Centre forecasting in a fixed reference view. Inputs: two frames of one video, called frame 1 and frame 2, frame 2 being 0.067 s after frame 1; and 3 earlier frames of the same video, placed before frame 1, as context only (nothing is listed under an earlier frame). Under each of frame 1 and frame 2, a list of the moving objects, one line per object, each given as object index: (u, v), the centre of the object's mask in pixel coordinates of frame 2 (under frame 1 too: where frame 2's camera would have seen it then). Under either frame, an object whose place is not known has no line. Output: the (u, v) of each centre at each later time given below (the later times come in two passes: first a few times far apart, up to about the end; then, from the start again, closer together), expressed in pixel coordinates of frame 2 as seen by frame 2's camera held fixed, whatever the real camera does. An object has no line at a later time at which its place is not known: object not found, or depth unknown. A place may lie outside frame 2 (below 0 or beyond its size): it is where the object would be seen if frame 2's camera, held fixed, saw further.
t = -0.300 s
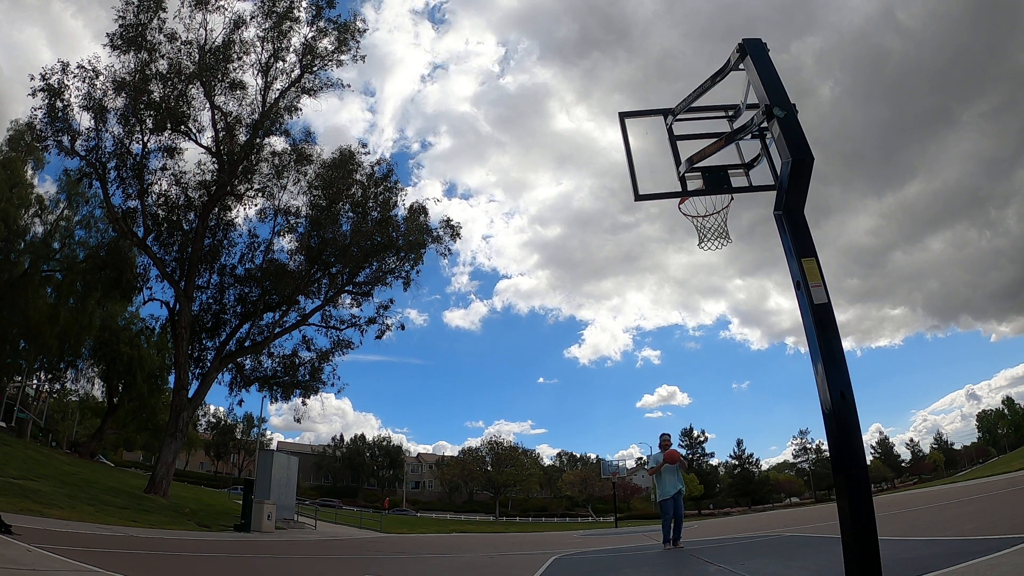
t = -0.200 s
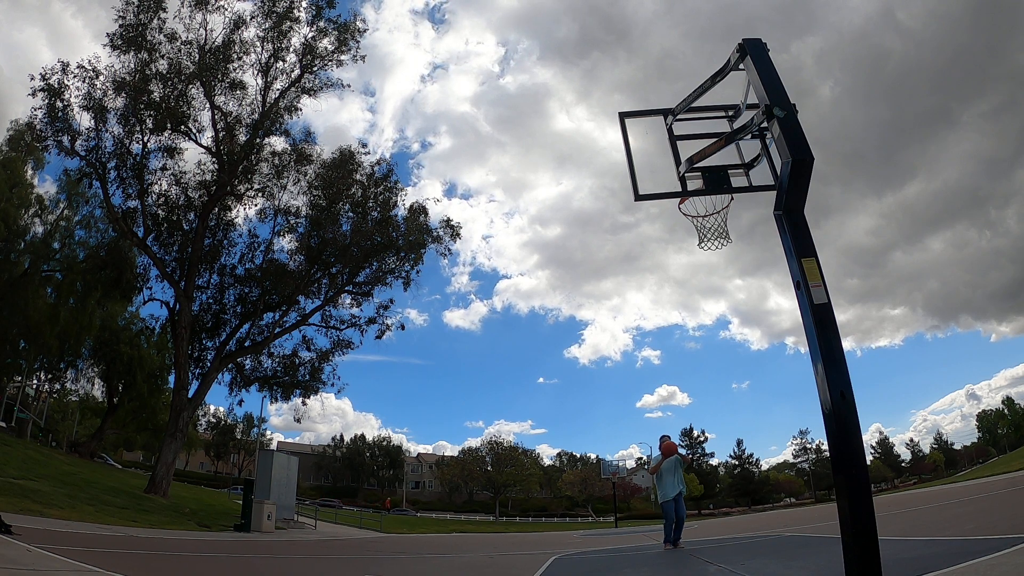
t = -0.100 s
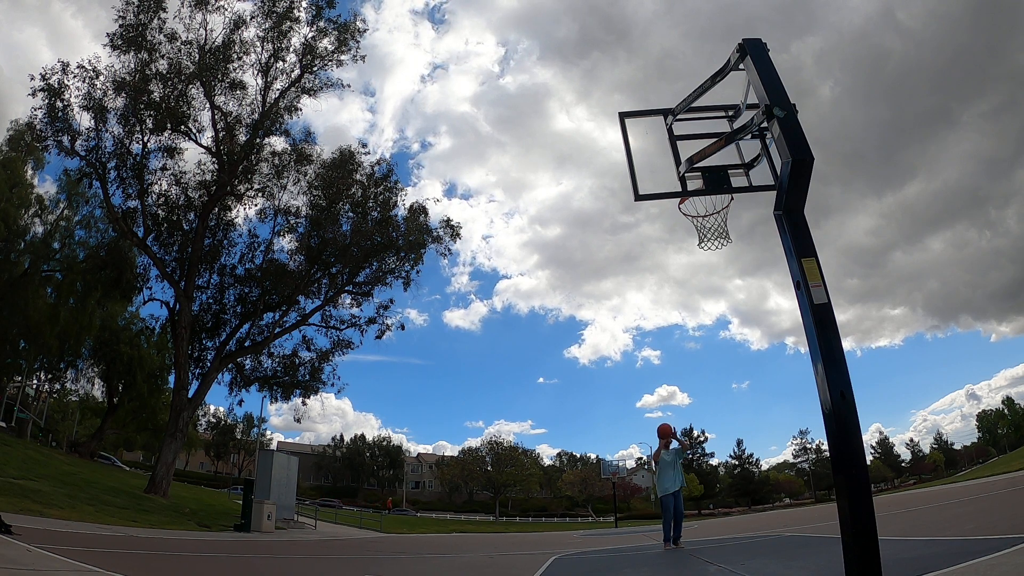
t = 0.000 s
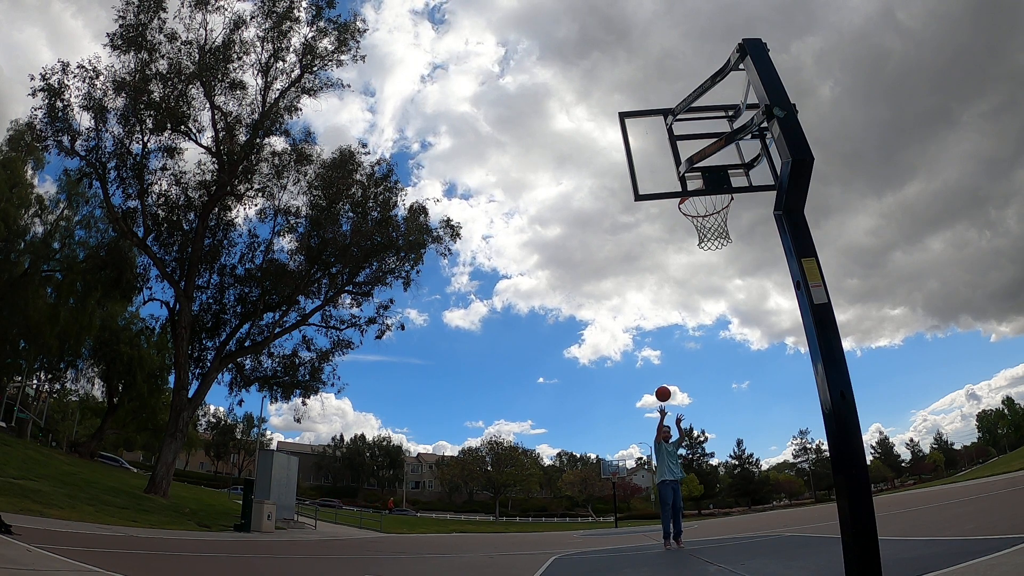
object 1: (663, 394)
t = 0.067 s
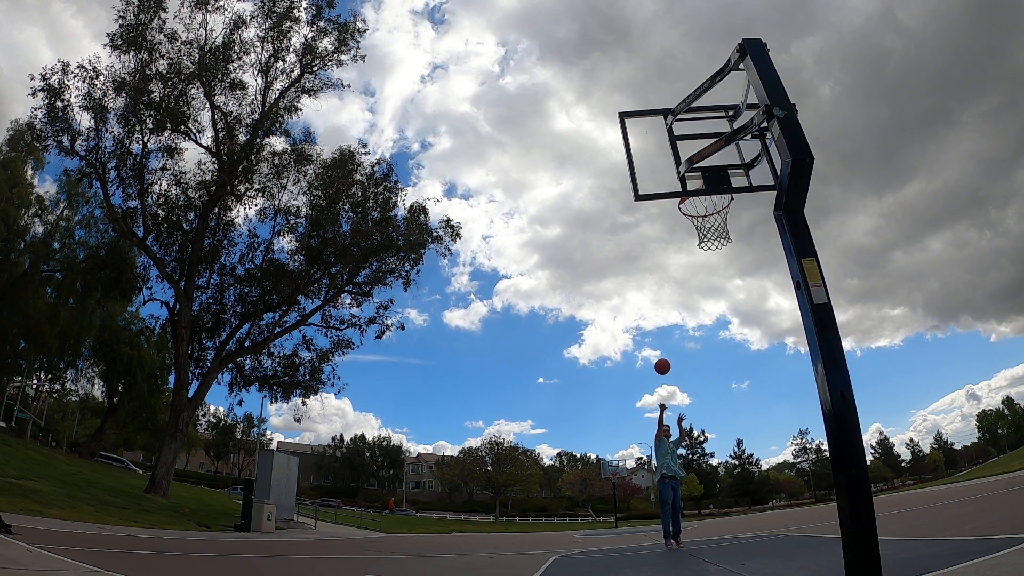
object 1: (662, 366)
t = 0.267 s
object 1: (662, 295)
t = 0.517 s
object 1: (665, 230)
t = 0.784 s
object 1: (679, 203)
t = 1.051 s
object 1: (729, 219)
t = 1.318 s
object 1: (748, 296)
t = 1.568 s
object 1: (773, 436)
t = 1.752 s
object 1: (786, 539)
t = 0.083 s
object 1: (662, 360)
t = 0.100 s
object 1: (662, 353)
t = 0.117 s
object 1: (662, 347)
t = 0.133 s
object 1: (662, 341)
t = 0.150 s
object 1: (662, 335)
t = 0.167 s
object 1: (662, 329)
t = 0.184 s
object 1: (662, 323)
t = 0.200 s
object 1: (662, 317)
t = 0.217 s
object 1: (662, 312)
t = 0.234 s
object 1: (662, 306)
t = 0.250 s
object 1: (662, 301)
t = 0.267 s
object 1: (662, 295)
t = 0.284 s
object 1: (662, 290)
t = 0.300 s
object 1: (662, 285)
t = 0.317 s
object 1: (662, 280)
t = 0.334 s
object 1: (662, 275)
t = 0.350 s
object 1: (662, 270)
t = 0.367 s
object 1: (662, 266)
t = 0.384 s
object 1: (662, 262)
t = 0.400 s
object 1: (663, 257)
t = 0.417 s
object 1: (663, 253)
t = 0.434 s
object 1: (663, 249)
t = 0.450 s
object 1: (663, 245)
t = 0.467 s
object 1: (664, 241)
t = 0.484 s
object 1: (664, 237)
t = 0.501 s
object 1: (665, 234)
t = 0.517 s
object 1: (665, 230)
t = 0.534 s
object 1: (666, 227)
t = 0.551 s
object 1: (666, 224)
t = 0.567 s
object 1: (667, 221)
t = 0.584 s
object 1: (667, 218)
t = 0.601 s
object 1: (668, 215)
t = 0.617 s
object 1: (668, 213)
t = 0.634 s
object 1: (669, 211)
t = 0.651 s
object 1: (669, 209)
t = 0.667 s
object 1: (670, 207)
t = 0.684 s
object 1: (670, 206)
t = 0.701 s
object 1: (673, 205)
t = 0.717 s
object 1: (674, 204)
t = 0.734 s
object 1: (675, 204)
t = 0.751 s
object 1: (676, 203)
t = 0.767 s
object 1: (678, 203)
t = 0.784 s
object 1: (679, 203)
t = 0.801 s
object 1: (680, 202)
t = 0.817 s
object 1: (682, 202)
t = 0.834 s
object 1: (684, 202)
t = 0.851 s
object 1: (685, 202)
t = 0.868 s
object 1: (687, 202)
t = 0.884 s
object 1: (689, 203)
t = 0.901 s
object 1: (691, 203)
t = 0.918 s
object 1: (695, 203)
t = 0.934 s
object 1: (699, 204)
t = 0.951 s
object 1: (705, 203)
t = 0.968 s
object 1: (711, 204)
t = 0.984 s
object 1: (717, 204)
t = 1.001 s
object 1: (720, 207)
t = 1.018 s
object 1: (723, 210)
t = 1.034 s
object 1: (726, 215)
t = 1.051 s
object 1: (729, 219)
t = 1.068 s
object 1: (730, 222)
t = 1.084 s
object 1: (732, 226)
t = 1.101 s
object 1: (733, 229)
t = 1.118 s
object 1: (734, 232)
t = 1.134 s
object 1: (735, 236)
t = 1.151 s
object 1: (736, 240)
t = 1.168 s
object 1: (737, 245)
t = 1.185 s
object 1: (738, 249)
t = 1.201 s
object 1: (739, 254)
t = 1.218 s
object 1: (740, 259)
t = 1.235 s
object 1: (741, 265)
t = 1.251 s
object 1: (742, 270)
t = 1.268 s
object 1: (744, 276)
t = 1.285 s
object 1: (745, 282)
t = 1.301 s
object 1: (747, 289)
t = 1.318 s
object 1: (748, 296)
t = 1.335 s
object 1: (749, 303)
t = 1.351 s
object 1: (751, 311)
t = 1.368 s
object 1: (753, 318)
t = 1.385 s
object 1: (754, 326)
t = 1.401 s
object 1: (756, 335)
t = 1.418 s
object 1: (757, 343)
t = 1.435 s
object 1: (759, 352)
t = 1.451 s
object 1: (761, 362)
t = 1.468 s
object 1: (763, 371)
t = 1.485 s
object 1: (764, 381)
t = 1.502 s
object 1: (766, 392)
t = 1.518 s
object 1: (768, 402)
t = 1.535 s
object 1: (770, 413)
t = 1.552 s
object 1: (771, 424)
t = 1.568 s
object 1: (773, 436)
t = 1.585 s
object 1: (775, 448)
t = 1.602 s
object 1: (777, 460)
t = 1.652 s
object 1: (782, 498)
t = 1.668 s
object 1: (783, 511)
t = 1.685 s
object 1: (785, 524)
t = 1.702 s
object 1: (786, 538)
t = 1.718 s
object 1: (788, 552)
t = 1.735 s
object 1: (787, 550)
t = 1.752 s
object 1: (786, 539)
